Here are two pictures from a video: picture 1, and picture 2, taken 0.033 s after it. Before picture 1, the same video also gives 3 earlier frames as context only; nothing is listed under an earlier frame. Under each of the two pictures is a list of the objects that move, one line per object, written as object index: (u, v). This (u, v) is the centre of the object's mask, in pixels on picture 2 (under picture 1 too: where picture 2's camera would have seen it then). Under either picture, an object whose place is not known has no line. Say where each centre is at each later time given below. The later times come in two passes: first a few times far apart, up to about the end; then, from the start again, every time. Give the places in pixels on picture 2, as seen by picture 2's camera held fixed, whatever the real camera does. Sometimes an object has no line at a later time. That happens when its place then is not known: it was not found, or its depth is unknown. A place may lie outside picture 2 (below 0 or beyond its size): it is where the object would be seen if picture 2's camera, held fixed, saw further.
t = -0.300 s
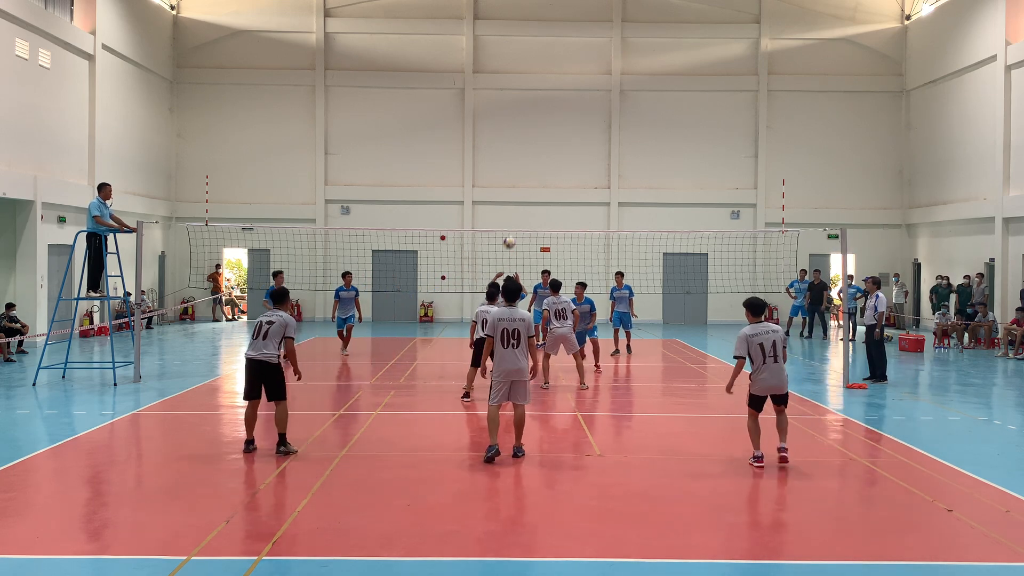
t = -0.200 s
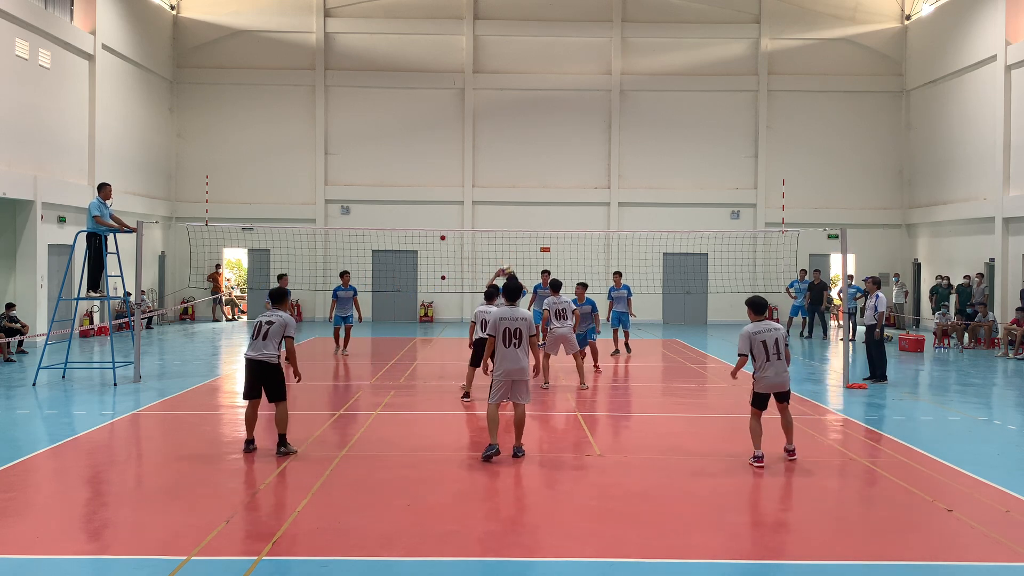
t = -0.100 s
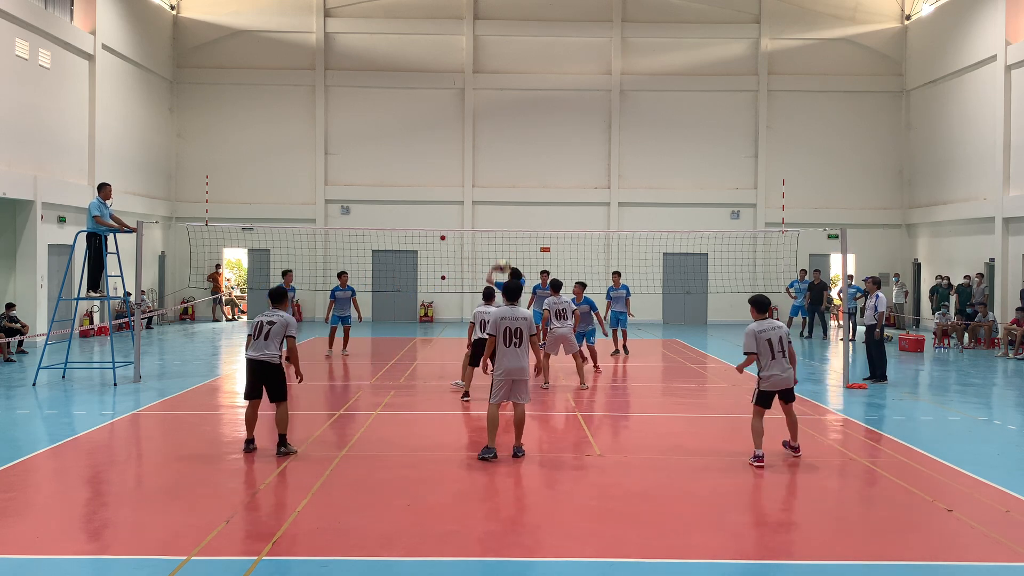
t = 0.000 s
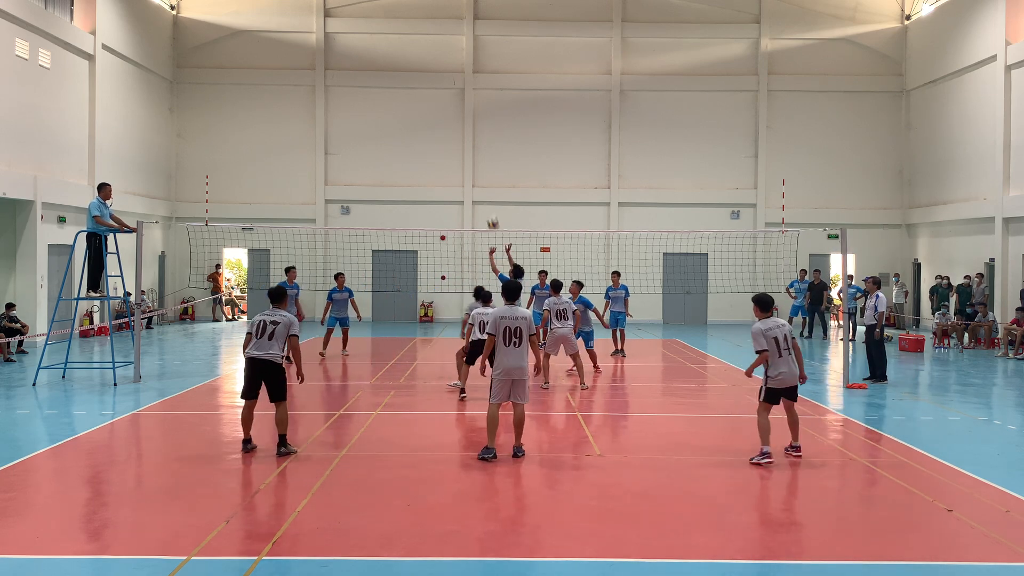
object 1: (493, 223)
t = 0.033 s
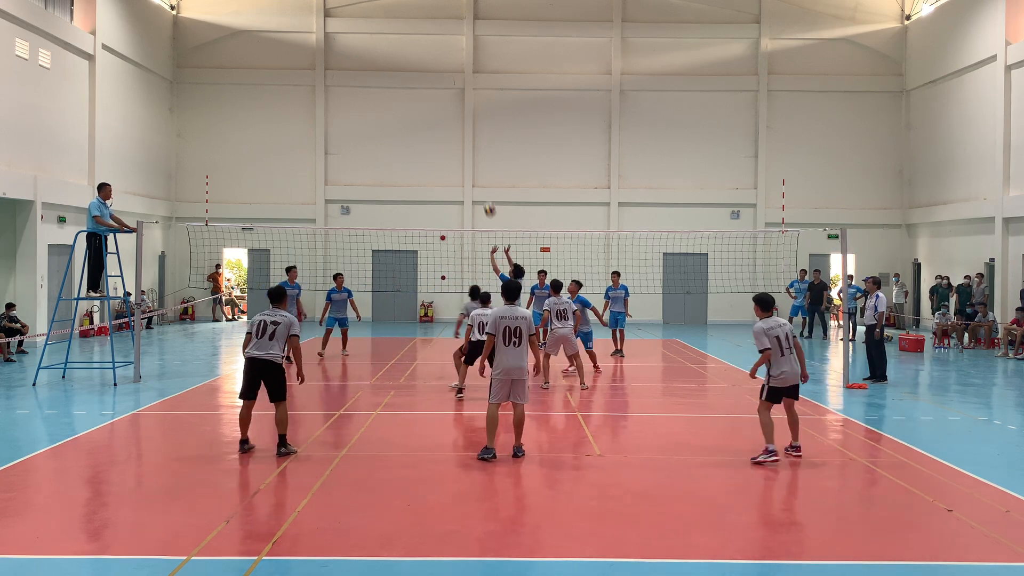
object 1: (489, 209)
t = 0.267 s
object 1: (466, 131)
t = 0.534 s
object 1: (440, 81)
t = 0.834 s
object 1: (410, 76)
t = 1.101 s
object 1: (384, 115)
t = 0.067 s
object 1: (486, 197)
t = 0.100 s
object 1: (483, 184)
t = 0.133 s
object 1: (479, 172)
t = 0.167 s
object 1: (476, 160)
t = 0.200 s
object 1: (473, 151)
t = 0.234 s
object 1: (469, 140)
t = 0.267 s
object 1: (466, 131)
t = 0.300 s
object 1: (463, 122)
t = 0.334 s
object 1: (459, 115)
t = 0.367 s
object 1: (456, 107)
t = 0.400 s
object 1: (453, 101)
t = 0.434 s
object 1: (450, 95)
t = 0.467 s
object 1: (446, 89)
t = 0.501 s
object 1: (444, 85)
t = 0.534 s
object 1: (440, 81)
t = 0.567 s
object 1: (437, 78)
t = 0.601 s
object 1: (433, 75)
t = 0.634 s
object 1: (430, 73)
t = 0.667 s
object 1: (427, 72)
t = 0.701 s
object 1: (424, 71)
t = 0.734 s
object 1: (420, 71)
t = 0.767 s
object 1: (417, 72)
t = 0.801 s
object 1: (414, 73)
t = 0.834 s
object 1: (410, 76)
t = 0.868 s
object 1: (407, 78)
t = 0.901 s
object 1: (403, 82)
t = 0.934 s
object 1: (400, 86)
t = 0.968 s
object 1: (397, 90)
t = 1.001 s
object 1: (394, 96)
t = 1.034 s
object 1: (391, 102)
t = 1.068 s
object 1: (387, 108)
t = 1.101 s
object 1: (384, 115)
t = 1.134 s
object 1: (381, 123)
